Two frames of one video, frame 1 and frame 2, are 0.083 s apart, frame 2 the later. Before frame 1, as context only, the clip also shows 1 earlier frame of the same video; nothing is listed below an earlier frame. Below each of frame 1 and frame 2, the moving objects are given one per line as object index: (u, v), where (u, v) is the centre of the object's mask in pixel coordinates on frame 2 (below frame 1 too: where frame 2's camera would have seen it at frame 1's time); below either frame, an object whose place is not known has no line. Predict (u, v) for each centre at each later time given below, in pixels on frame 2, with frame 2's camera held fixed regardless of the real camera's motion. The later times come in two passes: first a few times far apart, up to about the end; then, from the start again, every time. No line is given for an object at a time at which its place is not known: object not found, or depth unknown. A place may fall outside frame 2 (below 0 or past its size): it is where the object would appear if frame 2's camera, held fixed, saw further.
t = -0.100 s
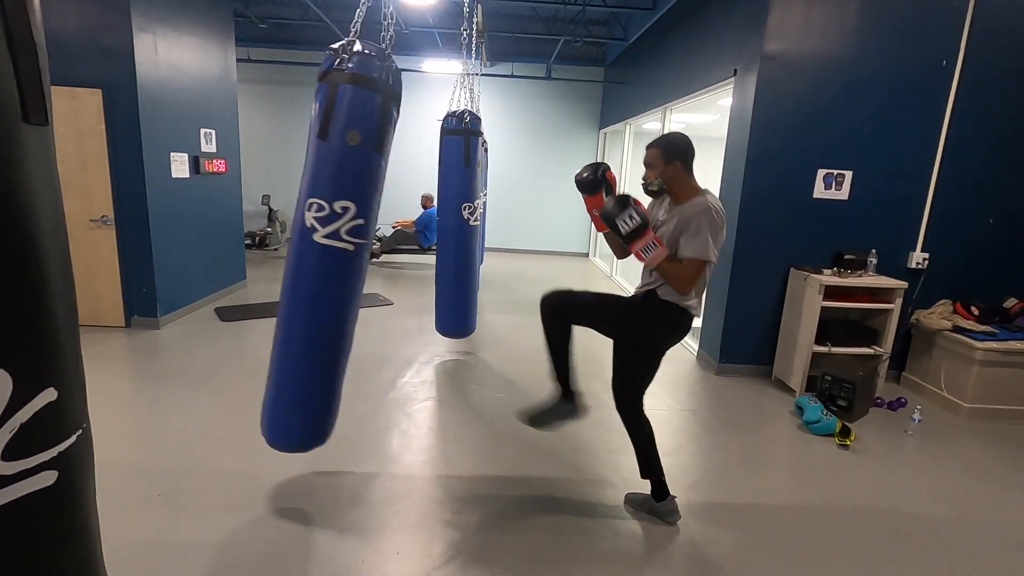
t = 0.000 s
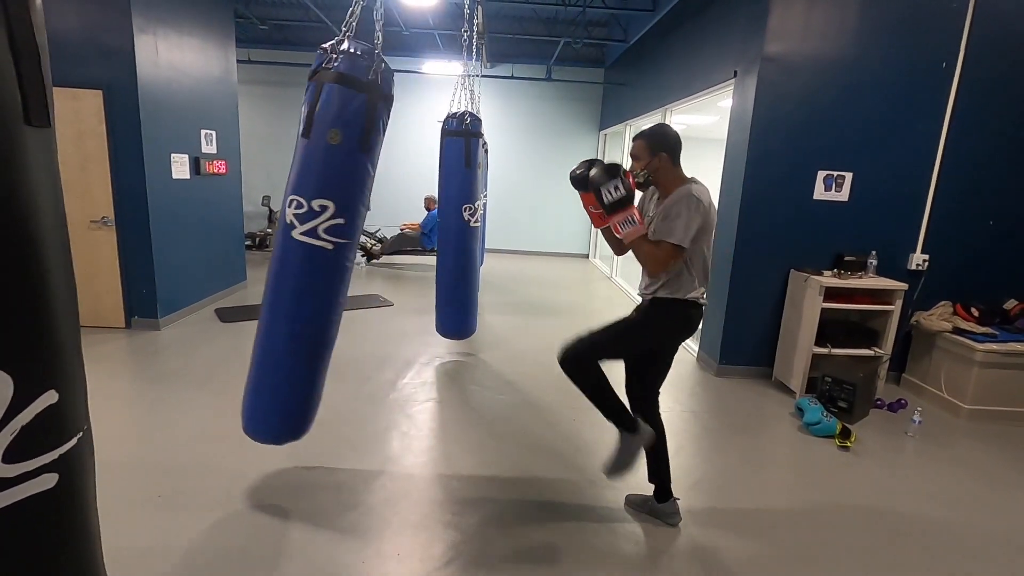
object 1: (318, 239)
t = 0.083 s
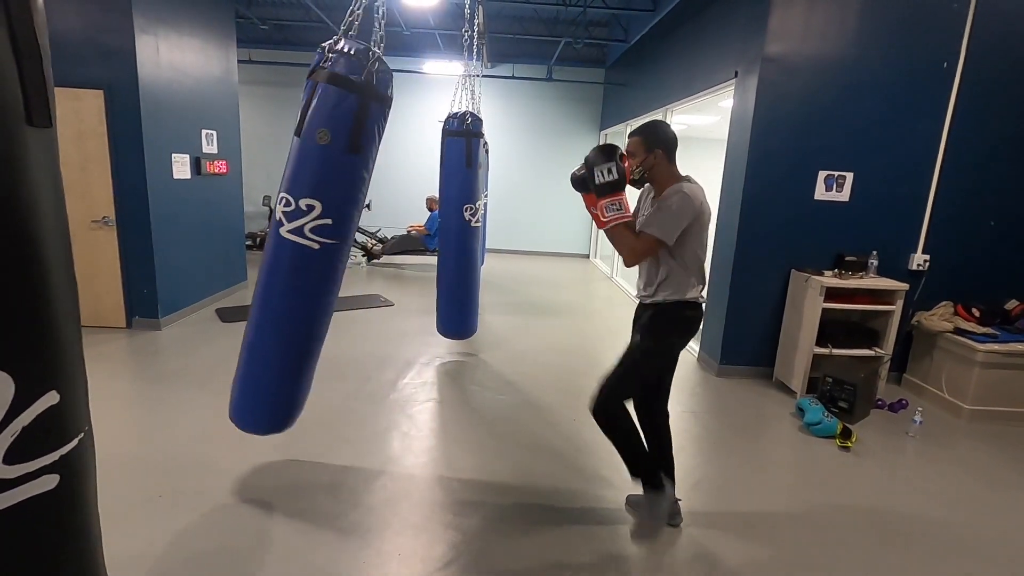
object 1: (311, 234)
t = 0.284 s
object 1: (306, 227)
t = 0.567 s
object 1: (324, 235)
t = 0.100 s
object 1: (310, 233)
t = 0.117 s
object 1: (309, 232)
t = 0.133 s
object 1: (308, 231)
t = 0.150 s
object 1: (308, 230)
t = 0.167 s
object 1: (307, 229)
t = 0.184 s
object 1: (307, 228)
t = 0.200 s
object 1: (307, 227)
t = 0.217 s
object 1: (306, 227)
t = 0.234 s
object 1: (306, 227)
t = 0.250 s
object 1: (306, 227)
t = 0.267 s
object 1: (306, 227)
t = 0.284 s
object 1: (306, 227)
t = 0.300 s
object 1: (306, 228)
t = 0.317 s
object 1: (306, 228)
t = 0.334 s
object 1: (306, 229)
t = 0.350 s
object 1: (306, 229)
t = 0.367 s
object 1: (307, 230)
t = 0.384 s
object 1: (308, 230)
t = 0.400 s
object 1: (308, 231)
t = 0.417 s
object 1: (309, 231)
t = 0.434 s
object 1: (310, 232)
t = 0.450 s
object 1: (311, 232)
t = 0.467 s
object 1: (313, 232)
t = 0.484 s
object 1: (314, 233)
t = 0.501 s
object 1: (316, 233)
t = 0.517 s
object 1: (318, 234)
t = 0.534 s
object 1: (320, 234)
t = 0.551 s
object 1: (322, 235)
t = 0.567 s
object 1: (324, 235)
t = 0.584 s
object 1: (326, 236)
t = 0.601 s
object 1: (329, 237)
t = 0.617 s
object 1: (332, 237)
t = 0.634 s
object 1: (335, 238)
